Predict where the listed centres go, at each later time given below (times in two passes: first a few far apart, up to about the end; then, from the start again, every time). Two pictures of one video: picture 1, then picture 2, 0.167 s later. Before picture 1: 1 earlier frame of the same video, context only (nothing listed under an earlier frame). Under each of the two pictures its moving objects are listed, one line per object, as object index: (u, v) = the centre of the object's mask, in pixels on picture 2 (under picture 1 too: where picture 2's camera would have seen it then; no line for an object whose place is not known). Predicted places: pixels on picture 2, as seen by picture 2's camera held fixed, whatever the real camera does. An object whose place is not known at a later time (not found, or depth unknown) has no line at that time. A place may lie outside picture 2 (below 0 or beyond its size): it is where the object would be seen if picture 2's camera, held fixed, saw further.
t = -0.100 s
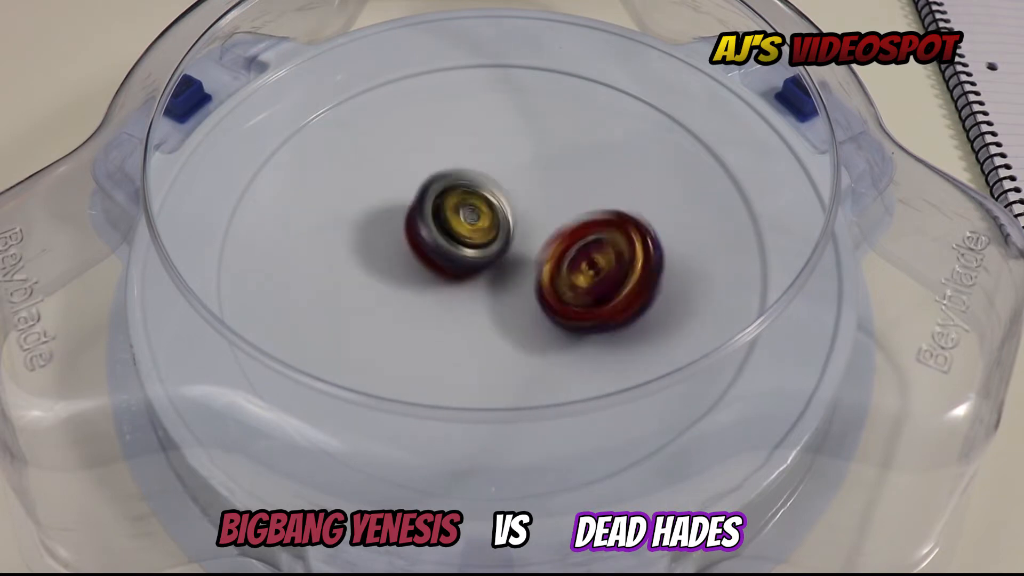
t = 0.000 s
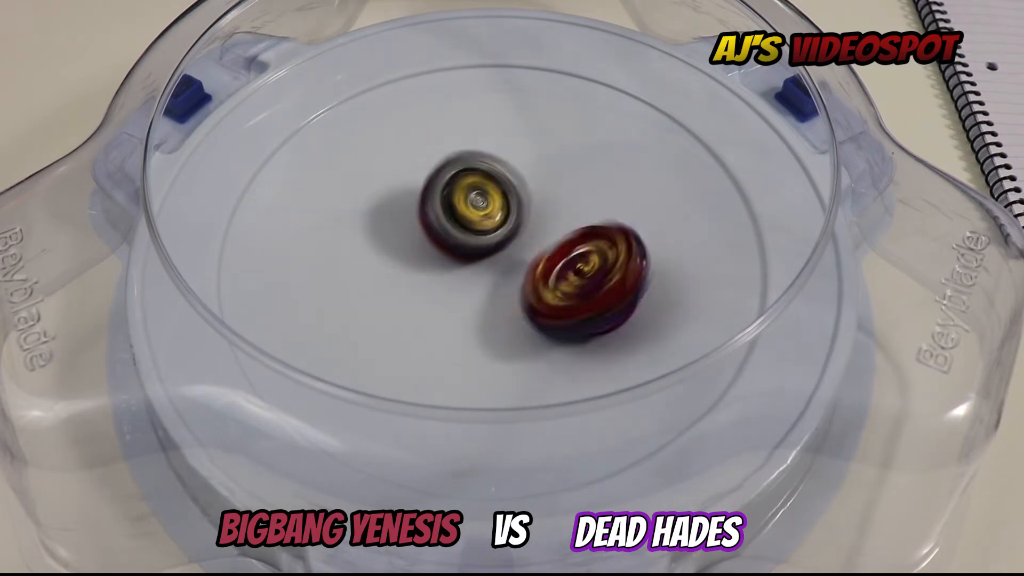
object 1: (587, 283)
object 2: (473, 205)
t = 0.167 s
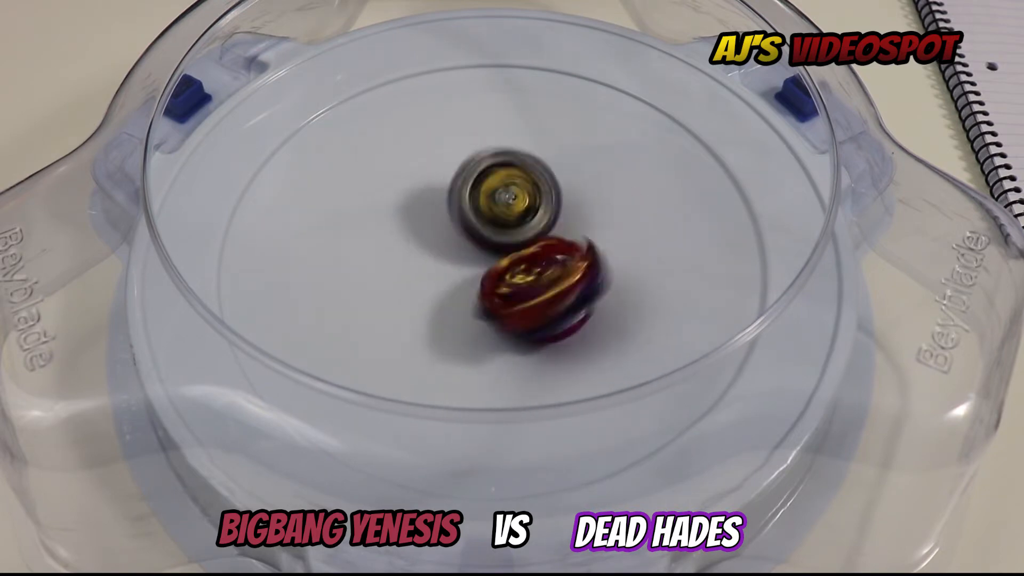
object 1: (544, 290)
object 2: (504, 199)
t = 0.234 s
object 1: (520, 301)
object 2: (518, 193)
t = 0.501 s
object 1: (474, 314)
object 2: (541, 224)
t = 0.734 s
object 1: (462, 312)
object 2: (538, 231)
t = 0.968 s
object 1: (472, 302)
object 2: (553, 208)
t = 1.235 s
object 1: (475, 292)
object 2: (546, 212)
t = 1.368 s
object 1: (472, 290)
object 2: (541, 217)
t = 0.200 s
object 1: (531, 296)
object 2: (514, 195)
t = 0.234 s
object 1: (520, 301)
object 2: (518, 193)
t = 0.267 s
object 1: (509, 306)
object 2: (526, 194)
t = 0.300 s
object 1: (499, 309)
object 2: (529, 195)
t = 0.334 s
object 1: (493, 311)
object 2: (534, 200)
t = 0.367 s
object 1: (487, 313)
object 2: (537, 204)
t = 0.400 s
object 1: (482, 314)
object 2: (537, 211)
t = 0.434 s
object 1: (481, 313)
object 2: (539, 216)
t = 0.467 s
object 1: (479, 312)
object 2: (537, 222)
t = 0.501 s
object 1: (474, 314)
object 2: (541, 224)
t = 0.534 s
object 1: (470, 315)
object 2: (542, 227)
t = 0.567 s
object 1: (468, 316)
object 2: (544, 231)
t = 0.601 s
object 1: (467, 315)
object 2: (542, 234)
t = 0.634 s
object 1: (468, 314)
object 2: (542, 235)
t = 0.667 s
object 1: (468, 313)
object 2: (538, 236)
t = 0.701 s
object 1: (464, 313)
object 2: (540, 234)
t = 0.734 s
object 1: (462, 312)
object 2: (538, 231)
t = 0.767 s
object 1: (462, 310)
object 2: (539, 229)
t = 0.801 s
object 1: (464, 308)
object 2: (537, 228)
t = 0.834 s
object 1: (468, 305)
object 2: (539, 226)
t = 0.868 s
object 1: (468, 304)
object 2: (542, 224)
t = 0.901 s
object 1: (468, 305)
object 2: (547, 216)
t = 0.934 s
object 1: (470, 304)
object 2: (552, 211)
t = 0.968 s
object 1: (472, 302)
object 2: (553, 208)
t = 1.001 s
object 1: (475, 300)
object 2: (553, 204)
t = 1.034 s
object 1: (478, 298)
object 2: (554, 204)
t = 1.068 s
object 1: (480, 296)
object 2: (551, 205)
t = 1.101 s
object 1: (483, 293)
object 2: (546, 207)
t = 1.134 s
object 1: (484, 292)
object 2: (545, 210)
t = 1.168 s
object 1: (479, 293)
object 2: (546, 212)
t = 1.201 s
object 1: (477, 293)
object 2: (546, 211)
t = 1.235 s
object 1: (475, 292)
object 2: (546, 212)
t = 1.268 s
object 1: (474, 291)
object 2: (544, 213)
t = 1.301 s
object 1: (475, 290)
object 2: (543, 214)
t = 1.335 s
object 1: (474, 290)
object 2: (542, 215)
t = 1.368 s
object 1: (472, 290)
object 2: (541, 217)
